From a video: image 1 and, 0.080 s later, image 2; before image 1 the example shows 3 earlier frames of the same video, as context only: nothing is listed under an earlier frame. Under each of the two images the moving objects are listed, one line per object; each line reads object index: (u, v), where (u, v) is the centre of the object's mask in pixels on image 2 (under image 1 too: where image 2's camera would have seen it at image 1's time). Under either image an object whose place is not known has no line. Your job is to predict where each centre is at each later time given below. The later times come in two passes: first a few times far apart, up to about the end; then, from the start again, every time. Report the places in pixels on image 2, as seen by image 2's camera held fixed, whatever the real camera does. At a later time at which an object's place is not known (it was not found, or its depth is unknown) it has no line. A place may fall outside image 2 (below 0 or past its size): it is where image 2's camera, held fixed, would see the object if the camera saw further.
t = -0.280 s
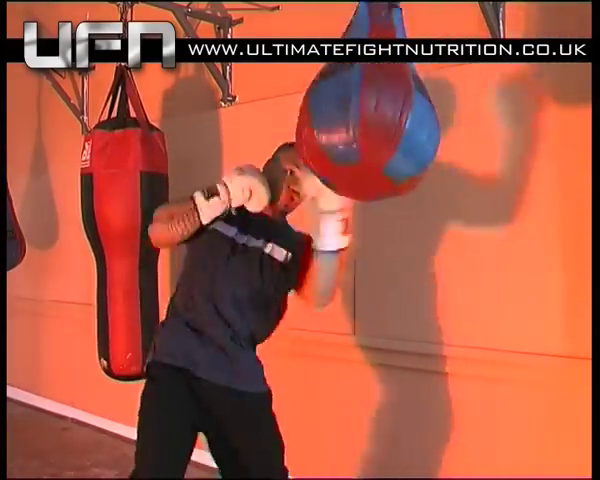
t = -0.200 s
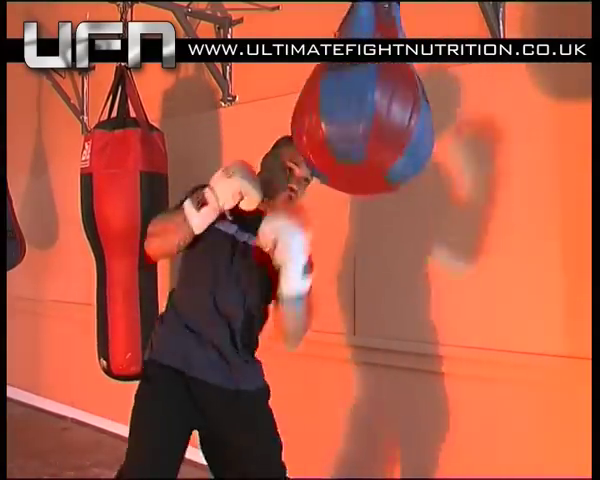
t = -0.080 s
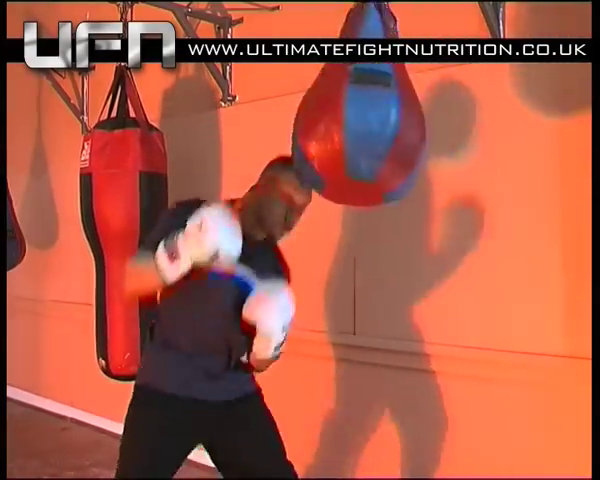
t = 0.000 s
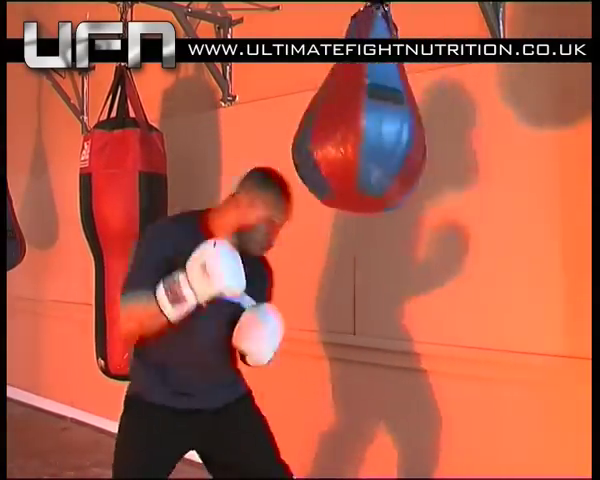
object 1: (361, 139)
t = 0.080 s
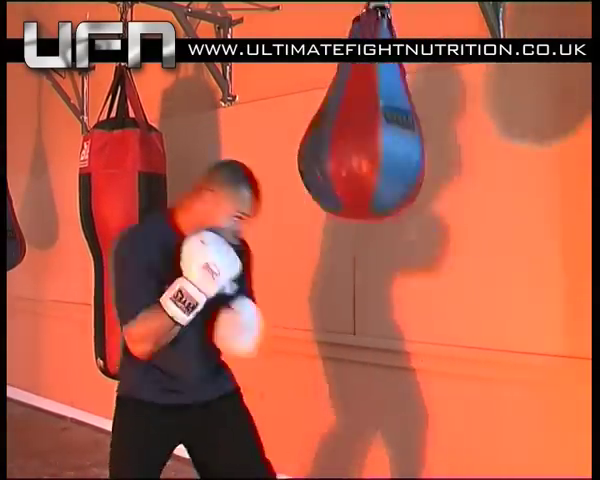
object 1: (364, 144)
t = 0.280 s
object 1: (378, 155)
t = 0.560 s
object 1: (399, 149)
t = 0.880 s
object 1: (414, 143)
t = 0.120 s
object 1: (366, 147)
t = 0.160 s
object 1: (369, 150)
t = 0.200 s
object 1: (372, 153)
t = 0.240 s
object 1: (375, 154)
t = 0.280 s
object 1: (378, 155)
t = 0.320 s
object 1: (381, 155)
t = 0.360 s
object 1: (384, 155)
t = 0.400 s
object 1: (387, 154)
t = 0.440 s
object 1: (390, 153)
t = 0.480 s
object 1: (393, 152)
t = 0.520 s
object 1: (396, 150)
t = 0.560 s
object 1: (399, 149)
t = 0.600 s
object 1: (402, 147)
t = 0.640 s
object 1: (404, 145)
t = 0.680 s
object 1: (406, 143)
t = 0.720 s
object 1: (408, 143)
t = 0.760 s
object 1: (410, 142)
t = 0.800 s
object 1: (412, 142)
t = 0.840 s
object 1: (413, 143)
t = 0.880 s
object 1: (414, 143)
